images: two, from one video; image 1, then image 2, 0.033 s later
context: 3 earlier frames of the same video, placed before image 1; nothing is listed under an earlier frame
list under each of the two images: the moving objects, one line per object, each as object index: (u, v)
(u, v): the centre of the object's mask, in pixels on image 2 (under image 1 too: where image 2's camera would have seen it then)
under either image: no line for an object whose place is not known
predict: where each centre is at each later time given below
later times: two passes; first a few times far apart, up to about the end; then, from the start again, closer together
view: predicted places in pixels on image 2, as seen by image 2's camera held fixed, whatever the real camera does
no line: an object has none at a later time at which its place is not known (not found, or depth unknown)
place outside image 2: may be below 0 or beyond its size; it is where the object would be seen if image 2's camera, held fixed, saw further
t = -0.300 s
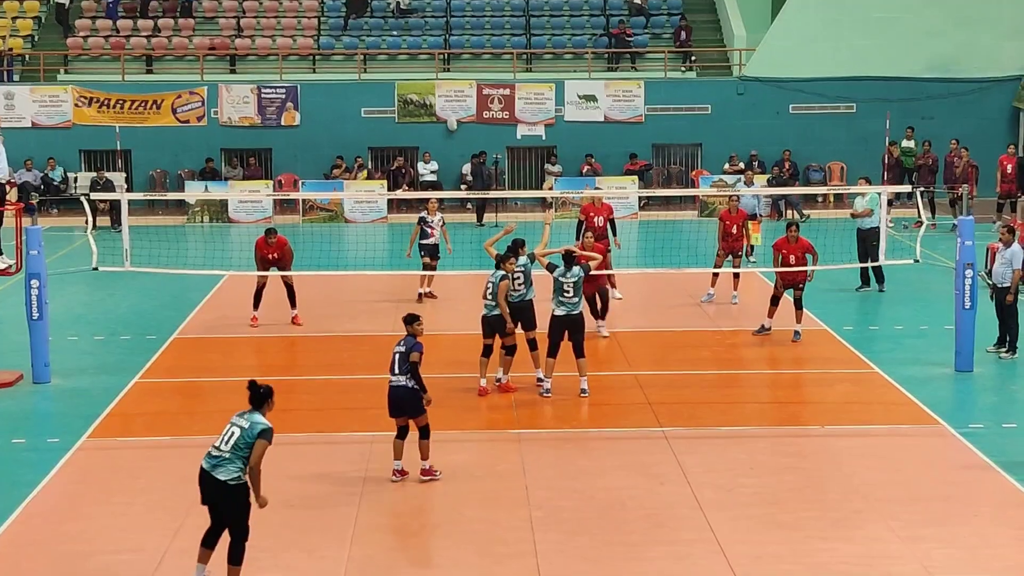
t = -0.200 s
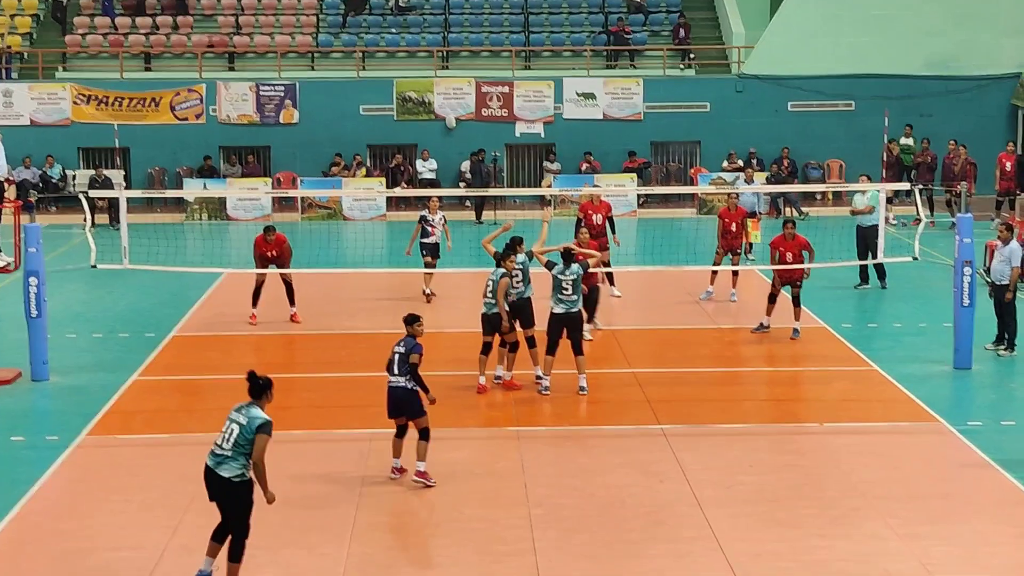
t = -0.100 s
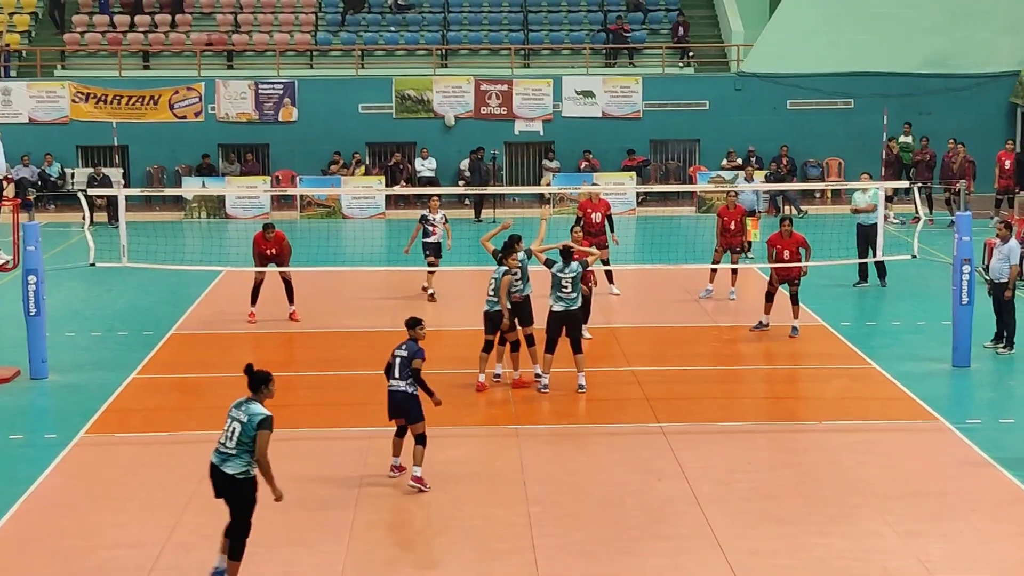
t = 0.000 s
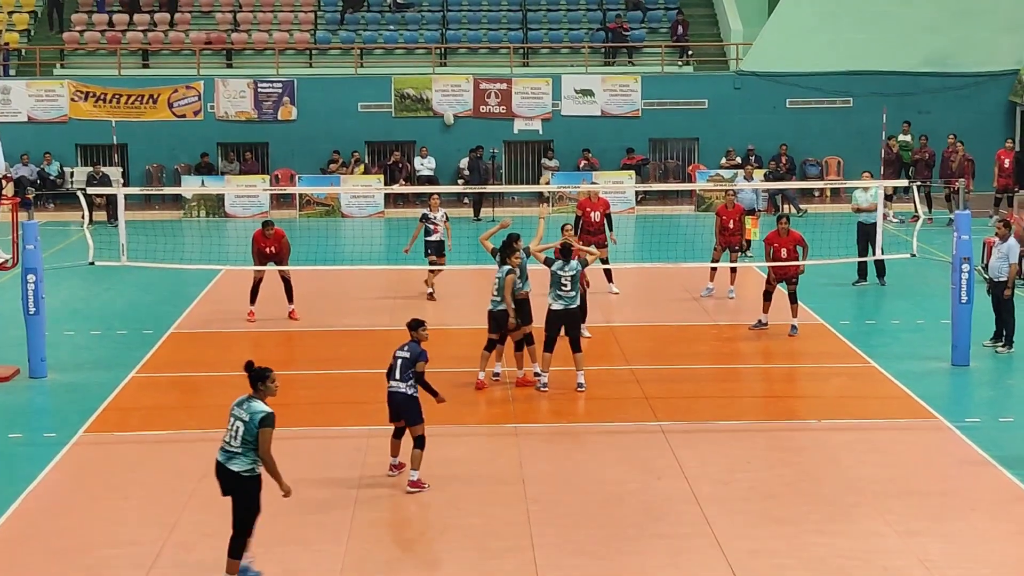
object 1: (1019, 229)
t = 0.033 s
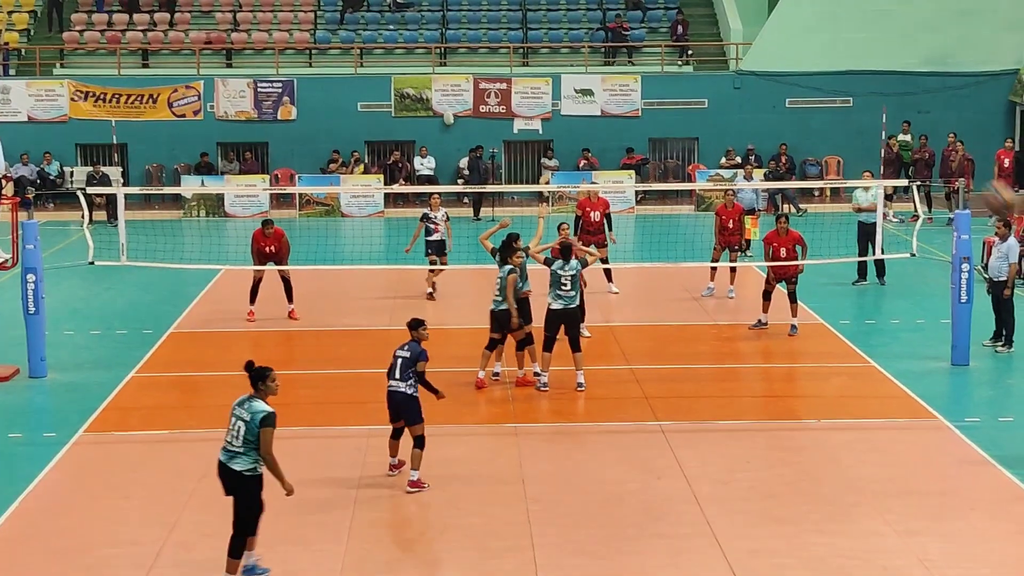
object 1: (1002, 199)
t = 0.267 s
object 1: (852, 77)
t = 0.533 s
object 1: (756, 60)
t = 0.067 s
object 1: (973, 171)
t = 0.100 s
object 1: (949, 150)
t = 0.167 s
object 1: (905, 112)
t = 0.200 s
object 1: (886, 98)
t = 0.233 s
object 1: (868, 85)
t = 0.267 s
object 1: (852, 77)
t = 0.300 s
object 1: (837, 69)
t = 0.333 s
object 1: (822, 63)
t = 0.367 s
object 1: (809, 59)
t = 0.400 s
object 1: (797, 57)
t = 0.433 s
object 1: (785, 56)
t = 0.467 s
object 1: (774, 56)
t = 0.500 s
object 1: (765, 58)
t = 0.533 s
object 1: (756, 60)
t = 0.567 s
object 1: (748, 64)
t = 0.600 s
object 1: (741, 68)
